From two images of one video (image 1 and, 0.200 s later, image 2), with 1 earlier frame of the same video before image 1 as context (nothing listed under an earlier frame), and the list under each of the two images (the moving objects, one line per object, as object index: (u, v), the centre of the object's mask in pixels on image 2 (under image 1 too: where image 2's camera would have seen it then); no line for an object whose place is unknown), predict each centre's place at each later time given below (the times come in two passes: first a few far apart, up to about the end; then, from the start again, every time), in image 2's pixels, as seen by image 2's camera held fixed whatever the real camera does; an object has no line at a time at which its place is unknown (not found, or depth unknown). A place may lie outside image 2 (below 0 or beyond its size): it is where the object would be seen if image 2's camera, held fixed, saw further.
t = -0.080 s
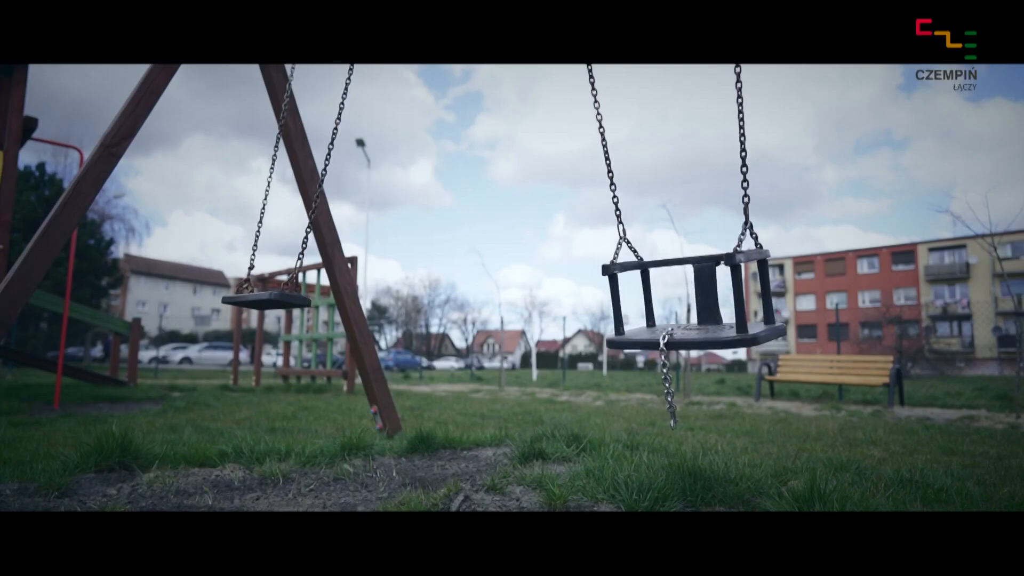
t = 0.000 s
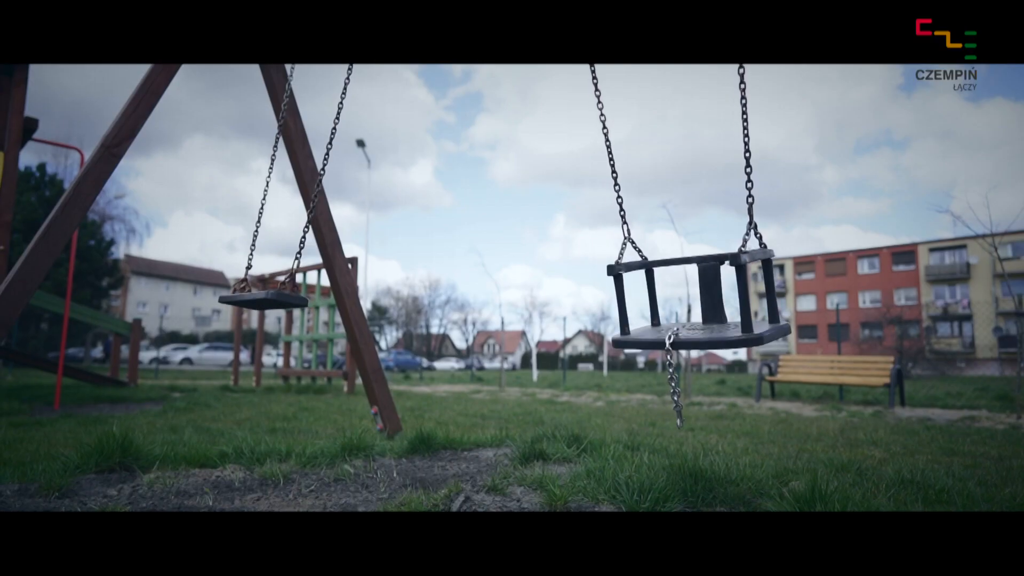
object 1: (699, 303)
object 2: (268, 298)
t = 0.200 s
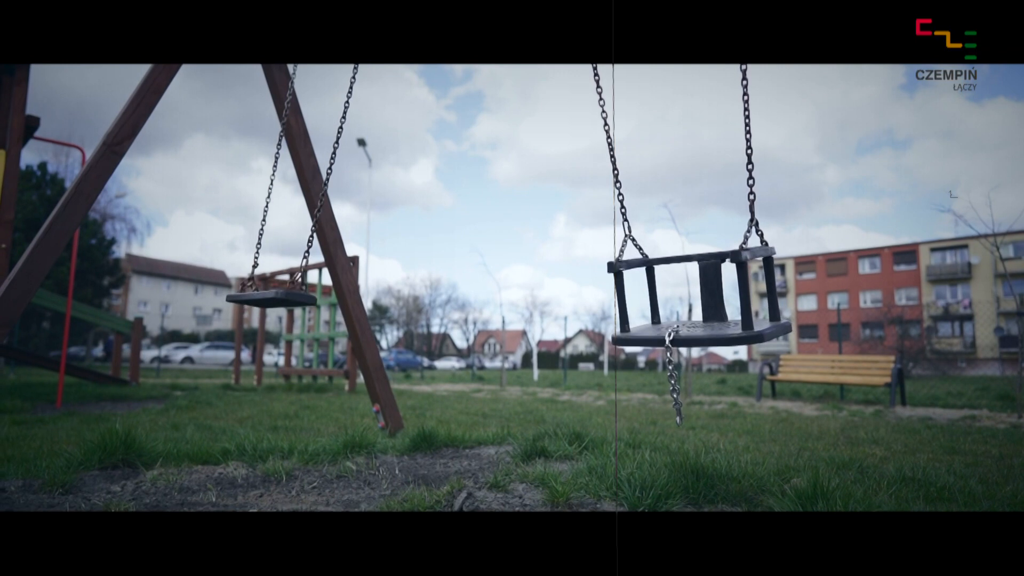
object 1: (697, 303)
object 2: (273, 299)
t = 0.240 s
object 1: (695, 304)
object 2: (277, 300)
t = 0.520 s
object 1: (659, 306)
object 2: (317, 307)
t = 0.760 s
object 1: (606, 303)
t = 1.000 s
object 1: (547, 288)
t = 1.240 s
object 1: (508, 273)
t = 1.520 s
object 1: (518, 278)
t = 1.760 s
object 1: (567, 296)
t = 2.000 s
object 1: (627, 306)
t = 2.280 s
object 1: (678, 306)
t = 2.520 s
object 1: (696, 303)
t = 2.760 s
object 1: (691, 304)
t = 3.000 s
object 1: (662, 306)
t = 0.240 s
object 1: (695, 304)
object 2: (277, 300)
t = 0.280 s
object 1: (691, 304)
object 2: (281, 301)
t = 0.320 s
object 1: (688, 305)
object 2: (286, 301)
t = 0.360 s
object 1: (683, 305)
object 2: (291, 303)
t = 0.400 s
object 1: (678, 306)
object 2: (297, 304)
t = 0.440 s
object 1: (672, 306)
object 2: (303, 305)
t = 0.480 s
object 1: (666, 306)
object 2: (310, 306)
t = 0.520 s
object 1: (659, 306)
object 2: (317, 307)
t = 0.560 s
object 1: (651, 305)
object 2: (323, 308)
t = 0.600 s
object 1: (643, 305)
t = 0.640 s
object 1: (634, 305)
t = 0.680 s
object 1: (625, 305)
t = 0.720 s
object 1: (615, 304)
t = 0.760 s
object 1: (606, 303)
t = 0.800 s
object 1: (596, 301)
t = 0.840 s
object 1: (580, 298)
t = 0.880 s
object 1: (575, 297)
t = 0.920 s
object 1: (565, 294)
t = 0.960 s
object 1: (556, 291)
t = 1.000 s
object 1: (547, 288)
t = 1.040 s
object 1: (538, 285)
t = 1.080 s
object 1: (530, 282)
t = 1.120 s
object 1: (523, 279)
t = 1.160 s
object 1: (517, 276)
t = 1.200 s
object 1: (512, 275)
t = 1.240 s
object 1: (508, 273)
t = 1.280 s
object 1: (506, 272)
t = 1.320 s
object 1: (505, 271)
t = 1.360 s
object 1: (505, 271)
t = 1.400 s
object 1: (506, 272)
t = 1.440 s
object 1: (509, 274)
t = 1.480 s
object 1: (513, 276)
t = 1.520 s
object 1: (518, 278)
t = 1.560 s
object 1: (524, 281)
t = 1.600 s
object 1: (531, 284)
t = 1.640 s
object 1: (540, 287)
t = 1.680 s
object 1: (549, 290)
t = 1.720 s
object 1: (558, 293)
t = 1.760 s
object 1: (567, 296)
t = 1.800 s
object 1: (577, 299)
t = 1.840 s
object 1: (587, 301)
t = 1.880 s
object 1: (597, 303)
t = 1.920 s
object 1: (607, 304)
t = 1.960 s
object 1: (617, 305)
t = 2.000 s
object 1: (627, 306)
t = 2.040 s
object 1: (636, 306)
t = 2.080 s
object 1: (645, 306)
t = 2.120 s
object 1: (653, 306)
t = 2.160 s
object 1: (660, 307)
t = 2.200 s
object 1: (667, 307)
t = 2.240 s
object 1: (673, 306)
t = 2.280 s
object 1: (678, 306)
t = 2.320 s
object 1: (683, 306)
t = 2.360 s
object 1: (687, 305)
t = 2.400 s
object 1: (690, 304)
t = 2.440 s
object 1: (693, 304)
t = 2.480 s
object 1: (695, 303)
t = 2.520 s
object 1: (696, 303)
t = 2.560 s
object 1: (697, 303)
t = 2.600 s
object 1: (697, 303)
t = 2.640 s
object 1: (697, 303)
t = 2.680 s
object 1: (696, 303)
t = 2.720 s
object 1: (694, 303)
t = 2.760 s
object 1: (691, 304)
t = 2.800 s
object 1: (688, 304)
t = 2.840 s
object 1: (684, 305)
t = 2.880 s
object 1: (680, 306)
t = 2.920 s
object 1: (674, 306)
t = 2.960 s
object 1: (669, 306)
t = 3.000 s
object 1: (662, 306)
